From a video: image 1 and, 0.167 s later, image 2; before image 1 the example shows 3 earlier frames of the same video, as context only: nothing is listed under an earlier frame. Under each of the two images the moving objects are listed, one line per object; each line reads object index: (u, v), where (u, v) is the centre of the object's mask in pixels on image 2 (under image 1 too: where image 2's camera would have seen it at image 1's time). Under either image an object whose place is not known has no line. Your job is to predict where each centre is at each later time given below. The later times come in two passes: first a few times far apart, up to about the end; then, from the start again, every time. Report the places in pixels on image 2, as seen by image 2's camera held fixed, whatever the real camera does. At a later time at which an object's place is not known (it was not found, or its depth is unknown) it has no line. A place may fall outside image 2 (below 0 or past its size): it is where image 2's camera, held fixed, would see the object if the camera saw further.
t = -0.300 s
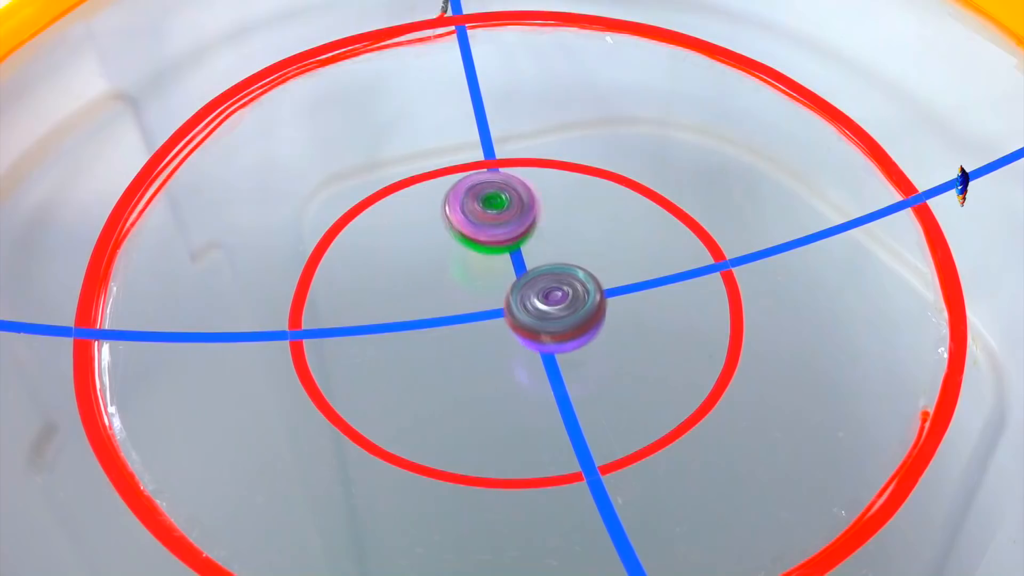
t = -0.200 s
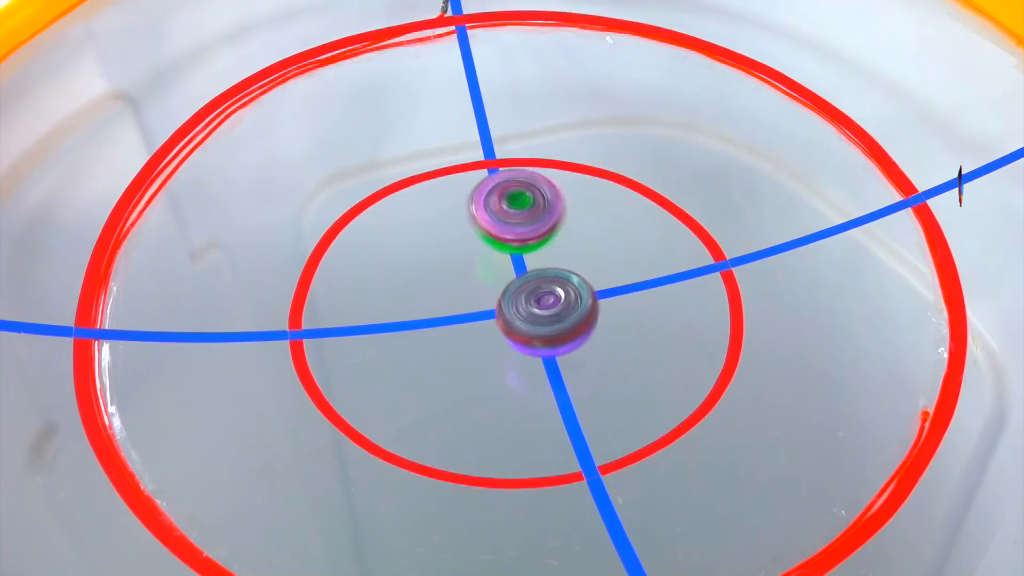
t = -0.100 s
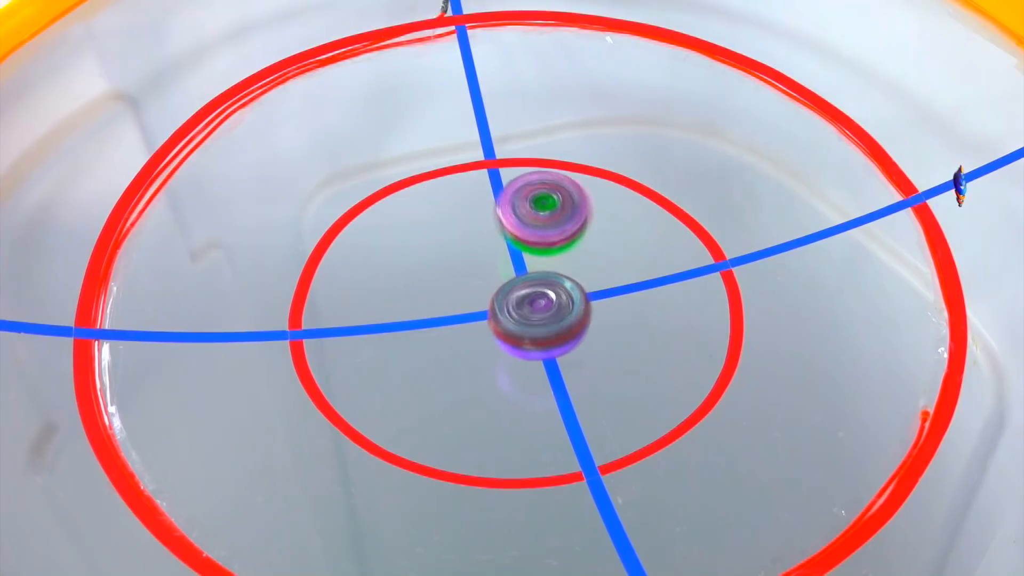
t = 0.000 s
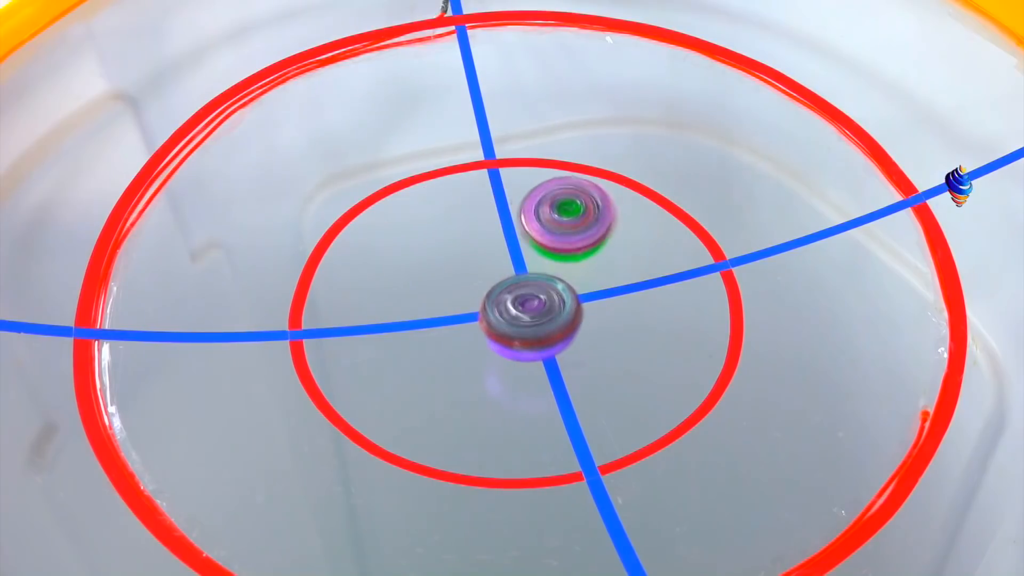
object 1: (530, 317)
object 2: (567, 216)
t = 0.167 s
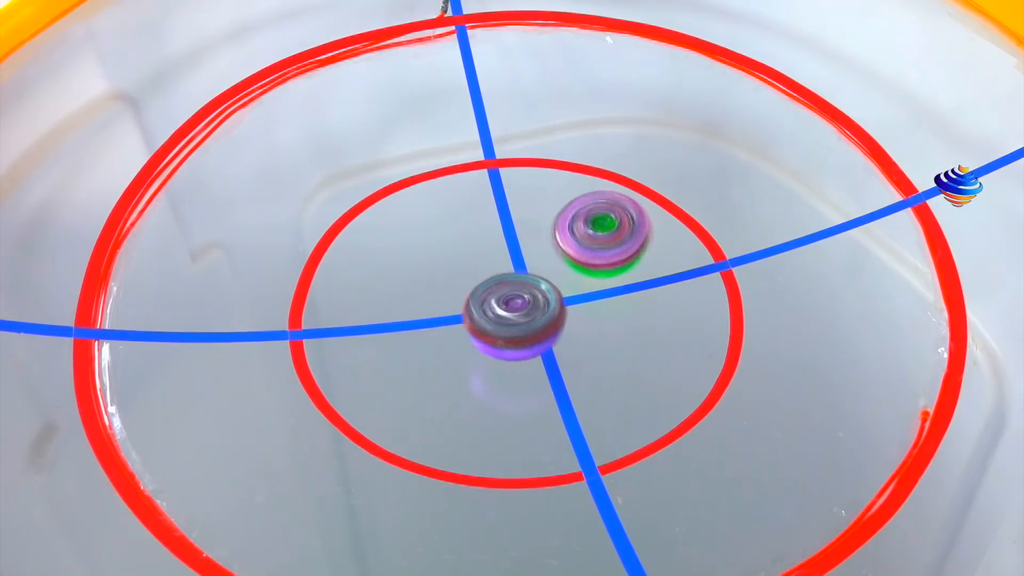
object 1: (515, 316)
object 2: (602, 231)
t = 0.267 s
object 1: (505, 313)
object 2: (617, 245)
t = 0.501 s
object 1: (489, 301)
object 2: (639, 276)
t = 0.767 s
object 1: (480, 282)
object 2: (624, 315)
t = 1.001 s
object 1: (485, 266)
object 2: (577, 336)
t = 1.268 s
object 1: (504, 252)
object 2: (510, 341)
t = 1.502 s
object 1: (527, 249)
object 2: (463, 322)
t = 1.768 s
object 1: (555, 253)
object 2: (433, 284)
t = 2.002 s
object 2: (435, 251)
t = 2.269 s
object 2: (469, 226)
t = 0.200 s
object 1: (511, 315)
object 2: (607, 234)
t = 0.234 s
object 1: (509, 314)
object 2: (613, 238)
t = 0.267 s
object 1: (505, 313)
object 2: (617, 245)
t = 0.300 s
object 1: (503, 312)
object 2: (623, 249)
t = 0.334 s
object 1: (500, 310)
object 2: (627, 253)
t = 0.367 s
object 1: (498, 309)
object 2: (630, 259)
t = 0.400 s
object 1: (495, 307)
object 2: (633, 261)
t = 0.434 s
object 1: (493, 305)
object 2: (635, 266)
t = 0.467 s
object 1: (490, 303)
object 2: (637, 271)
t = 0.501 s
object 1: (489, 301)
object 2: (639, 276)
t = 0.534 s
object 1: (487, 299)
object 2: (639, 281)
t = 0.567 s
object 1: (485, 297)
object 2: (639, 286)
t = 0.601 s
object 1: (484, 294)
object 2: (639, 292)
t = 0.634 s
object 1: (482, 292)
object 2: (637, 296)
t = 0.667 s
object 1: (482, 290)
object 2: (636, 301)
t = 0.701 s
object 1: (480, 287)
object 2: (632, 306)
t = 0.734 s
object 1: (480, 285)
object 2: (628, 310)
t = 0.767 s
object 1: (480, 282)
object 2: (624, 315)
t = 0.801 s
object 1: (480, 280)
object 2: (618, 319)
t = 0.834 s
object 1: (480, 277)
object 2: (612, 322)
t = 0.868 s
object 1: (481, 275)
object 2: (607, 326)
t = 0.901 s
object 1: (481, 272)
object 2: (599, 329)
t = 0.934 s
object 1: (482, 270)
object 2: (593, 331)
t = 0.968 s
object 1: (483, 268)
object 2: (585, 334)
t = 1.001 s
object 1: (485, 266)
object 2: (577, 336)
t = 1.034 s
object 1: (486, 264)
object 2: (570, 338)
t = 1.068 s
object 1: (488, 262)
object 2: (561, 339)
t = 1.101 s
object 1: (489, 260)
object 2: (552, 340)
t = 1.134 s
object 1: (493, 258)
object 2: (544, 341)
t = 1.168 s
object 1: (494, 256)
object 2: (535, 341)
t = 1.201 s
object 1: (498, 255)
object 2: (526, 341)
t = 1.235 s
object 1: (500, 253)
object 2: (519, 341)
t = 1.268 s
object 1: (504, 252)
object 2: (510, 341)
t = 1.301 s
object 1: (506, 251)
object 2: (502, 339)
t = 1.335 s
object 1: (510, 250)
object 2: (496, 337)
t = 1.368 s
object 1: (513, 250)
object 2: (488, 336)
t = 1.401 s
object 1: (516, 249)
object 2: (481, 332)
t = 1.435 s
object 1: (519, 249)
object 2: (476, 329)
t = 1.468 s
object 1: (523, 248)
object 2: (469, 326)
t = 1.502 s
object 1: (527, 249)
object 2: (463, 322)
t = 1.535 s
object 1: (530, 248)
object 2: (458, 317)
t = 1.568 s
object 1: (534, 249)
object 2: (453, 314)
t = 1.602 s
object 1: (537, 249)
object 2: (447, 309)
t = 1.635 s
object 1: (541, 250)
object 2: (444, 304)
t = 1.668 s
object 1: (545, 250)
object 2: (440, 299)
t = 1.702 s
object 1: (548, 251)
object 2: (437, 294)
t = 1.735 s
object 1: (551, 252)
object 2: (434, 289)
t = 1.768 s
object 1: (555, 253)
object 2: (433, 284)
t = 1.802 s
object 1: (557, 255)
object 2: (431, 279)
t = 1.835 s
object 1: (561, 256)
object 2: (429, 274)
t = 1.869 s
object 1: (563, 258)
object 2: (430, 269)
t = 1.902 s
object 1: (566, 260)
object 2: (430, 264)
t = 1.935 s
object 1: (568, 262)
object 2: (431, 260)
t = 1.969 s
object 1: (570, 264)
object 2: (433, 255)
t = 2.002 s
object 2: (435, 251)
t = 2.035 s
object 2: (437, 247)
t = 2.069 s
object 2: (441, 242)
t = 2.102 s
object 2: (445, 240)
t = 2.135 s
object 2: (449, 236)
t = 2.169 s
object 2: (453, 233)
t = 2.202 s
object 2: (459, 230)
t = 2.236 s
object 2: (464, 229)
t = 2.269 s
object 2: (469, 226)
